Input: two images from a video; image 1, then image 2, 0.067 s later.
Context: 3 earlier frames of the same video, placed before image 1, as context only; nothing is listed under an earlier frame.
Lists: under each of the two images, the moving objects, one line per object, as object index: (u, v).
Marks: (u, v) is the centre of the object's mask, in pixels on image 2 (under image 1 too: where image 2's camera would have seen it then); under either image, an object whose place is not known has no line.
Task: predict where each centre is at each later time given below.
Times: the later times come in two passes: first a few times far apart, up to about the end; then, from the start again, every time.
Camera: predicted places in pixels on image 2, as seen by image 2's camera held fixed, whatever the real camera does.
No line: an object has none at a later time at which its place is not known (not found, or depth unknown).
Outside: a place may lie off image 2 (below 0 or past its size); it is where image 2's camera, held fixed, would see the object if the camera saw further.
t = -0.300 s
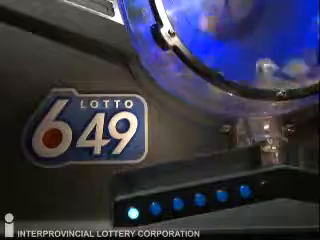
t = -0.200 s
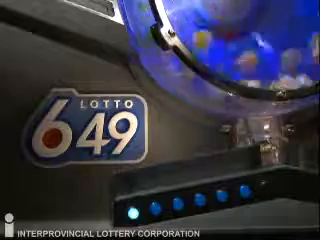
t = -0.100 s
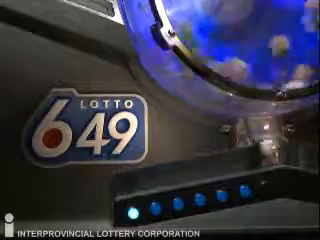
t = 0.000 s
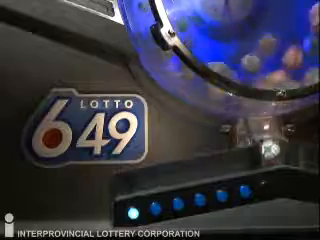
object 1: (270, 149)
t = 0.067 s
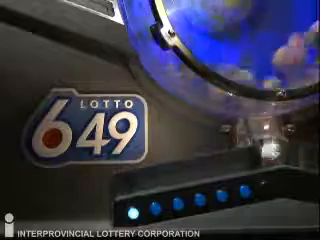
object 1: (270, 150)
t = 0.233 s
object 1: (266, 155)
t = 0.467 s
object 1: (235, 161)
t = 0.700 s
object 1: (194, 169)
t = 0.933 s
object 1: (127, 182)
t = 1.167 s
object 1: (166, 175)
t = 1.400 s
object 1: (176, 174)
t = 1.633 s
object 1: (156, 177)
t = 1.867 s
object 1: (136, 181)
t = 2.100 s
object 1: (148, 179)
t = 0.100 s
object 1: (271, 149)
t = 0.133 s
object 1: (270, 151)
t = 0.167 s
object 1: (270, 152)
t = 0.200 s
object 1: (267, 153)
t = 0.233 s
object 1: (266, 155)
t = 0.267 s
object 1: (260, 156)
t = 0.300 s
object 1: (255, 157)
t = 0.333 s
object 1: (252, 158)
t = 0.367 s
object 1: (247, 159)
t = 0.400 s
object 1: (243, 160)
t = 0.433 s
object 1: (240, 160)
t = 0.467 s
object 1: (235, 161)
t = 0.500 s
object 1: (230, 162)
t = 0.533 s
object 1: (226, 163)
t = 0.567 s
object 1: (220, 164)
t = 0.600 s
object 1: (214, 165)
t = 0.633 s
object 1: (207, 166)
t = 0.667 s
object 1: (201, 168)
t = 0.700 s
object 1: (194, 169)
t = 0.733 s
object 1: (185, 171)
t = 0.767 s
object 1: (176, 172)
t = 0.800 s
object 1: (167, 174)
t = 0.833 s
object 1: (158, 175)
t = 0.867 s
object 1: (147, 178)
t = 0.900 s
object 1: (137, 180)
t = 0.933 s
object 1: (127, 182)
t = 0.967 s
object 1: (134, 181)
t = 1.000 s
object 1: (140, 179)
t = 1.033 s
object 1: (147, 179)
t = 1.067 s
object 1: (152, 178)
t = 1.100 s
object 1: (158, 177)
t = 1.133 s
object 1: (162, 176)
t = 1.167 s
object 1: (166, 175)
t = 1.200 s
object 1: (170, 174)
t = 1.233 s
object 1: (173, 174)
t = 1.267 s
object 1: (175, 173)
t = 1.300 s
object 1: (177, 173)
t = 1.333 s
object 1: (177, 173)
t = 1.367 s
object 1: (177, 173)
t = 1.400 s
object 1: (176, 174)
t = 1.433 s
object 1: (175, 174)
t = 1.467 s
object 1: (173, 174)
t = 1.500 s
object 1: (171, 175)
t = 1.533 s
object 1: (168, 175)
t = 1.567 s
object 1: (164, 176)
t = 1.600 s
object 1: (160, 177)
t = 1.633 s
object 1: (156, 177)
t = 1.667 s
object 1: (150, 178)
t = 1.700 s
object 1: (144, 180)
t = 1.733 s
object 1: (139, 181)
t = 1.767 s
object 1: (131, 181)
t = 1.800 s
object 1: (127, 182)
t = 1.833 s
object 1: (132, 181)
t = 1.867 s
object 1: (136, 181)
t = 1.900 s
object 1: (140, 180)
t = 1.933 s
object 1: (144, 179)
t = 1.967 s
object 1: (145, 179)
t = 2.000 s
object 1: (147, 179)
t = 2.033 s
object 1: (147, 179)
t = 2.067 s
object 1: (148, 179)
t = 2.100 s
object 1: (148, 179)
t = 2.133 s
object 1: (147, 179)
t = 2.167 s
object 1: (145, 179)
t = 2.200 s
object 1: (143, 180)
